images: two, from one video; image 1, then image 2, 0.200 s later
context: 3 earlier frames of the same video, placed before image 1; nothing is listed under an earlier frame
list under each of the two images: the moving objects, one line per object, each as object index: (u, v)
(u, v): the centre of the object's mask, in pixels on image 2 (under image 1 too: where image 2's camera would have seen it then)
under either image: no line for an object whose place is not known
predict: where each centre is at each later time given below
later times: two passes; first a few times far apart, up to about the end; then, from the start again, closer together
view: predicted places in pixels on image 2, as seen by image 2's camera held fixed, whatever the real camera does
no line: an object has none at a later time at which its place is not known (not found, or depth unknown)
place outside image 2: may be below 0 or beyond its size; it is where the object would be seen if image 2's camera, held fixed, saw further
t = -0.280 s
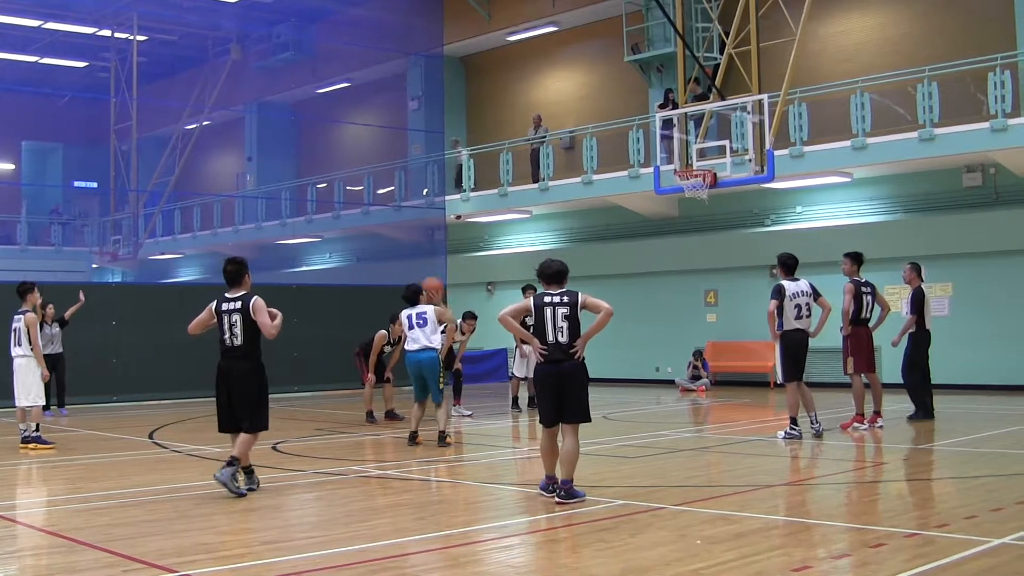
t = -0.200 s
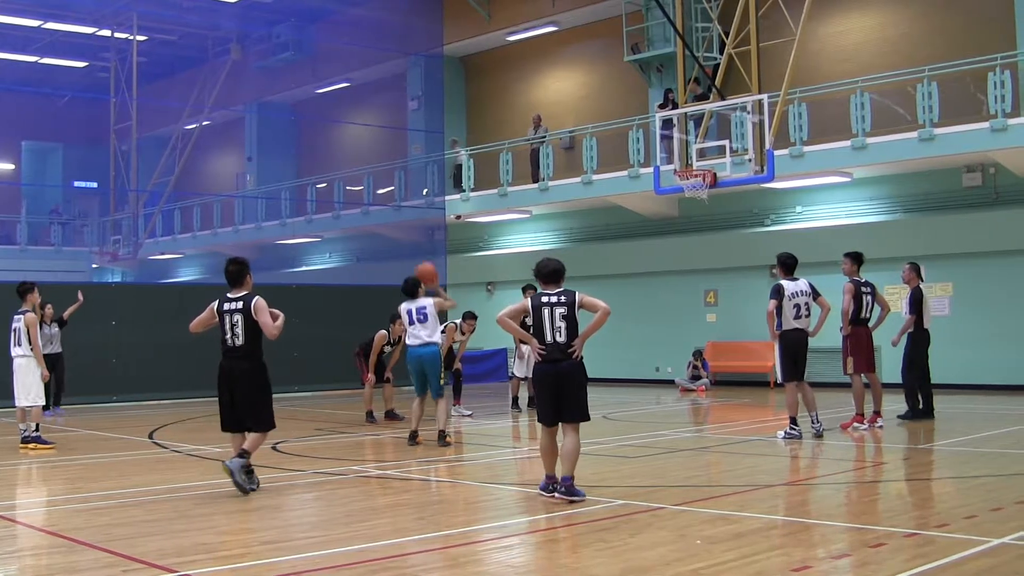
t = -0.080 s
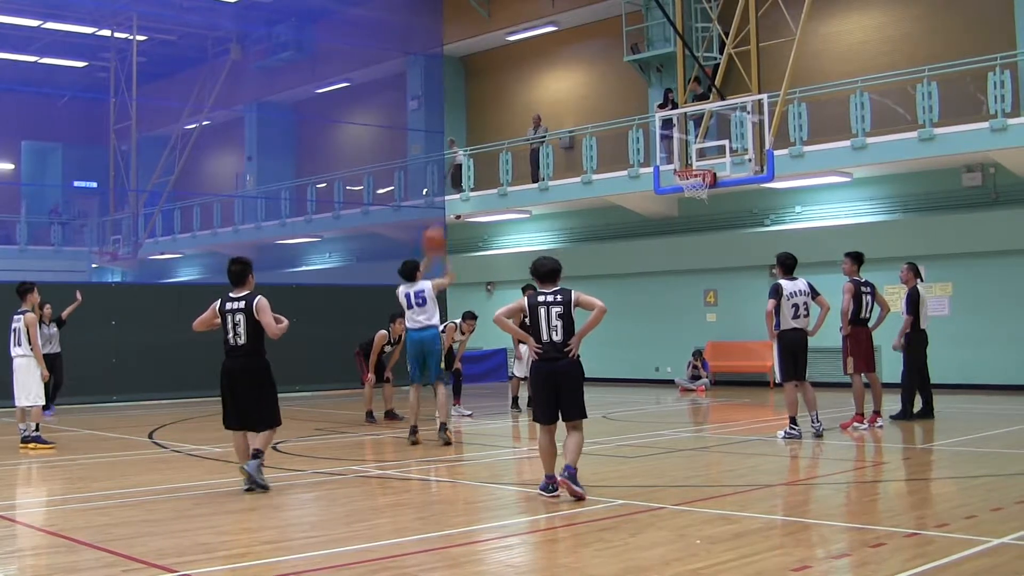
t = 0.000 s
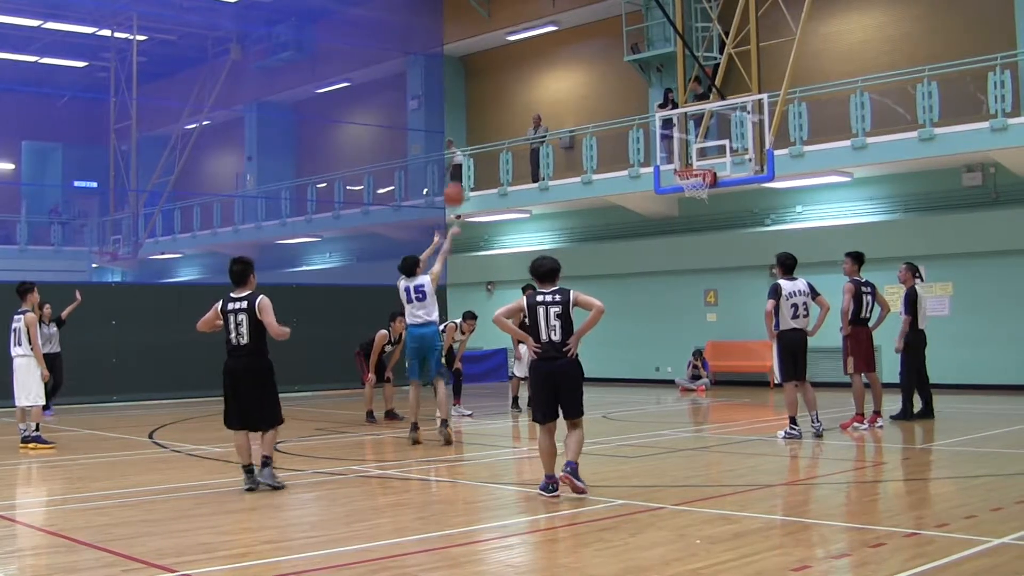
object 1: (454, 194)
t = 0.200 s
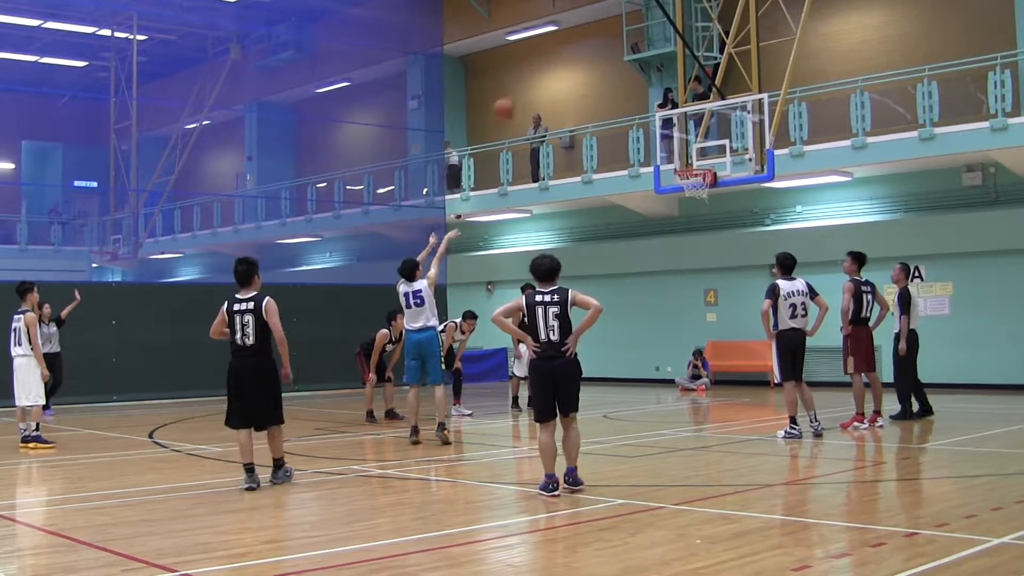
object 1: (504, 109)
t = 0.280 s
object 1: (523, 87)
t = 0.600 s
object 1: (594, 56)
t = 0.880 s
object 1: (652, 94)
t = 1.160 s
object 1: (696, 182)
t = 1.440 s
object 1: (679, 316)
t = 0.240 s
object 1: (513, 98)
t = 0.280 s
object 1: (523, 87)
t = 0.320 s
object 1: (532, 79)
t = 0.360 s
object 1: (541, 71)
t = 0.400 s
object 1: (551, 65)
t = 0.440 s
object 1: (559, 61)
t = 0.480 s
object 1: (568, 58)
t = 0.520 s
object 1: (577, 56)
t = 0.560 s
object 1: (585, 55)
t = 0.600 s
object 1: (594, 56)
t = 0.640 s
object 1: (602, 58)
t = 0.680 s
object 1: (611, 61)
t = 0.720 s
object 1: (620, 66)
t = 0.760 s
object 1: (627, 72)
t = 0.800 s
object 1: (635, 78)
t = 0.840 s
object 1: (643, 85)
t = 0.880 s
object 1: (652, 94)
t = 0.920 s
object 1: (660, 105)
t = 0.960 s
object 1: (668, 117)
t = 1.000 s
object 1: (678, 130)
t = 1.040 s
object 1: (685, 143)
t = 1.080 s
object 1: (690, 158)
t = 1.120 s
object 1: (698, 174)
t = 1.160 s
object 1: (696, 182)
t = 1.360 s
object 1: (684, 273)
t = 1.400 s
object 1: (681, 293)
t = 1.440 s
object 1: (679, 316)
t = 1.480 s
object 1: (677, 339)
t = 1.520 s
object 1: (673, 363)
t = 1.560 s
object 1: (672, 389)
